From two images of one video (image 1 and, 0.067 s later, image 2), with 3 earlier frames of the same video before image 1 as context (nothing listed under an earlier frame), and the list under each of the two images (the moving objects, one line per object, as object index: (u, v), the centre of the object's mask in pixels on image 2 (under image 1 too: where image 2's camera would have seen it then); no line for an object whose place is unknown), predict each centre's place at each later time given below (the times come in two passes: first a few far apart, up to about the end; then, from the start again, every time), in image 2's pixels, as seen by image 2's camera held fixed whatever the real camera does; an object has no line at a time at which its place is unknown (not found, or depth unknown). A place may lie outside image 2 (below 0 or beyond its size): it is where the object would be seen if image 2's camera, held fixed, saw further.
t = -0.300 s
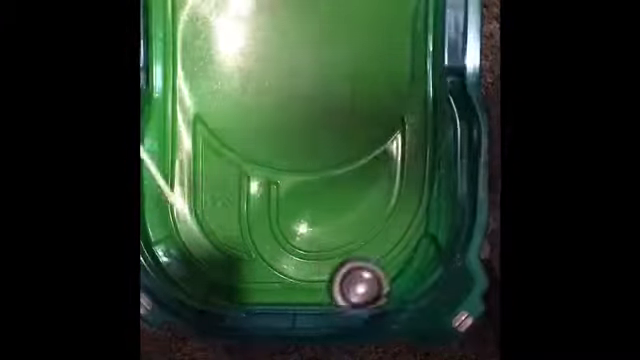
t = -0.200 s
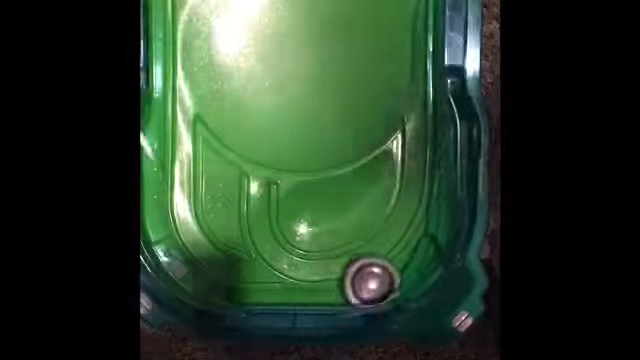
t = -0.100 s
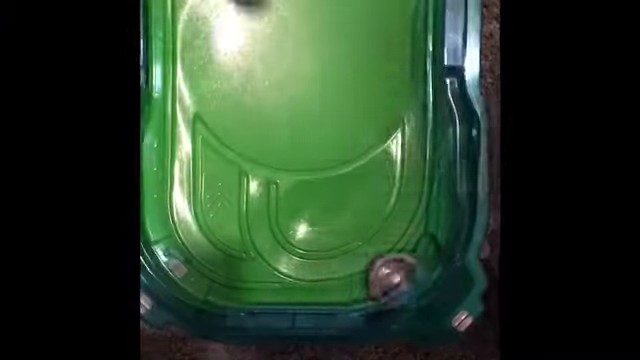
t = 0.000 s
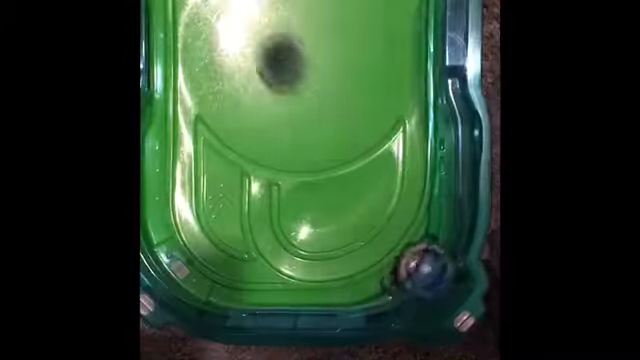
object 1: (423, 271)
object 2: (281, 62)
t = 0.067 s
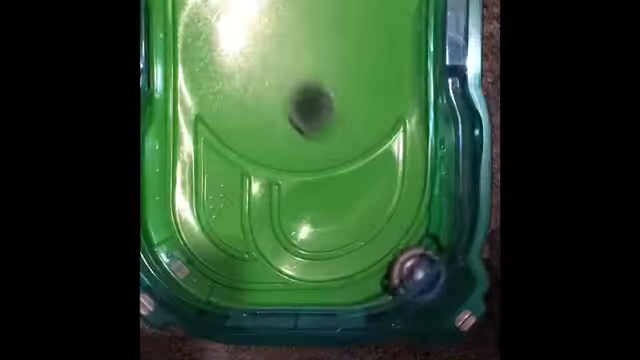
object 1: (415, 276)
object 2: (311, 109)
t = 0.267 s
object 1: (426, 234)
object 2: (391, 139)
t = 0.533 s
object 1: (390, 279)
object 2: (412, 126)
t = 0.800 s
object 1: (414, 265)
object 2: (412, 126)
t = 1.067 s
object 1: (332, 203)
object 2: (413, 124)
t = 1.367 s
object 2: (406, 107)
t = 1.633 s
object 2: (346, 49)
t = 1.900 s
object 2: (259, 68)
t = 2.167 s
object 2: (220, 86)
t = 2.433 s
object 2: (227, 79)
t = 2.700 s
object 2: (252, 47)
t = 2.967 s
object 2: (280, 23)
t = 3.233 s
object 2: (311, 19)
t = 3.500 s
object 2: (319, 22)
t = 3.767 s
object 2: (310, 47)
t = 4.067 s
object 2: (309, 69)
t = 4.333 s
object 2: (302, 76)
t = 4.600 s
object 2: (291, 71)
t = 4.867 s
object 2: (277, 62)
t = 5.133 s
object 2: (269, 49)
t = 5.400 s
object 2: (278, 35)
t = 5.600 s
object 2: (299, 31)
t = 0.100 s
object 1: (414, 280)
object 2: (328, 127)
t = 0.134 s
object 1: (415, 280)
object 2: (346, 143)
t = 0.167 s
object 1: (414, 259)
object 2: (360, 146)
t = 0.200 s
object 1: (418, 252)
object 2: (372, 143)
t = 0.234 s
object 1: (421, 242)
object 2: (381, 137)
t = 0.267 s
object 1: (426, 234)
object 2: (391, 139)
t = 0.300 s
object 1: (428, 226)
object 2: (403, 144)
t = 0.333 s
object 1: (430, 218)
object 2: (410, 152)
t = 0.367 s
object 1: (427, 215)
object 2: (414, 157)
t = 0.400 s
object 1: (426, 231)
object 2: (416, 148)
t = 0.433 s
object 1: (422, 244)
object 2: (416, 139)
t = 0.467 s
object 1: (408, 256)
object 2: (414, 132)
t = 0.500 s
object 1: (396, 270)
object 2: (411, 128)
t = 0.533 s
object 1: (390, 279)
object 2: (412, 126)
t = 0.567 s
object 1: (393, 279)
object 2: (411, 125)
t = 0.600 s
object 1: (403, 278)
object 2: (412, 125)
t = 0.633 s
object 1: (408, 277)
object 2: (412, 126)
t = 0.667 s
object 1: (417, 276)
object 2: (411, 126)
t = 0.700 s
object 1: (420, 271)
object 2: (412, 127)
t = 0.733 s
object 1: (422, 267)
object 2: (412, 126)
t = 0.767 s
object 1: (423, 268)
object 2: (412, 127)
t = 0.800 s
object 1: (414, 265)
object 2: (412, 126)
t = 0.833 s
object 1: (407, 264)
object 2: (413, 127)
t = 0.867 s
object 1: (399, 264)
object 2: (414, 127)
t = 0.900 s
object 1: (393, 263)
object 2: (413, 127)
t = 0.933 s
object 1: (383, 252)
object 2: (412, 126)
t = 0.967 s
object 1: (371, 243)
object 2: (412, 126)
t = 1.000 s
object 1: (358, 233)
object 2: (412, 126)
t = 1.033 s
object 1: (347, 219)
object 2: (412, 125)
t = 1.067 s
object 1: (332, 203)
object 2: (413, 124)
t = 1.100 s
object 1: (315, 187)
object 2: (412, 123)
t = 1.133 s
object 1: (300, 172)
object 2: (412, 122)
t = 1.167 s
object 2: (412, 121)
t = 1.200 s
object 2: (411, 120)
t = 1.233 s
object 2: (411, 118)
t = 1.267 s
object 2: (409, 116)
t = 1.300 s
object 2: (409, 113)
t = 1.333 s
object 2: (409, 110)
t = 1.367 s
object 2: (406, 107)
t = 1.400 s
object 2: (403, 102)
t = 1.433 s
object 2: (398, 94)
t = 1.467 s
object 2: (392, 86)
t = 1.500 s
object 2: (385, 78)
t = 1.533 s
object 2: (377, 70)
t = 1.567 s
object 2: (368, 62)
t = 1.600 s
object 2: (358, 55)
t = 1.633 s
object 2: (346, 49)
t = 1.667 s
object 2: (335, 44)
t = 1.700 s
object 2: (324, 42)
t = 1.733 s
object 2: (313, 47)
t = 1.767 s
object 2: (300, 54)
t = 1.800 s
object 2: (289, 57)
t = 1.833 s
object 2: (279, 61)
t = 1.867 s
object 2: (269, 64)
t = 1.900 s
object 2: (259, 68)
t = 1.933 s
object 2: (251, 71)
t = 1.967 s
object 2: (244, 74)
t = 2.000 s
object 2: (237, 77)
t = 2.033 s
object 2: (231, 79)
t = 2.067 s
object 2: (227, 82)
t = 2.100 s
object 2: (224, 83)
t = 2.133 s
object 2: (221, 85)
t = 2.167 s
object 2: (220, 86)
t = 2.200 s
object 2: (220, 87)
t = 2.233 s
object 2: (220, 87)
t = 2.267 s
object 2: (221, 87)
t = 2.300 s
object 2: (220, 86)
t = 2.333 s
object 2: (220, 85)
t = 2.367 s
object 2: (220, 84)
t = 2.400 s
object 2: (223, 82)
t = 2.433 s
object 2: (227, 79)
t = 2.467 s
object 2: (230, 77)
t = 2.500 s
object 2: (235, 73)
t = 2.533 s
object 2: (240, 69)
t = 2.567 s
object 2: (244, 66)
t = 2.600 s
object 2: (249, 64)
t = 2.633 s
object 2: (249, 55)
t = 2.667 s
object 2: (250, 50)
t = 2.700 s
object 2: (252, 47)
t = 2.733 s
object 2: (254, 44)
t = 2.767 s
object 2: (257, 38)
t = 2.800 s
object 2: (260, 35)
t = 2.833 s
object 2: (264, 31)
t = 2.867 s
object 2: (267, 27)
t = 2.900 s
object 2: (271, 25)
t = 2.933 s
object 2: (275, 24)
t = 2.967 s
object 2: (280, 23)
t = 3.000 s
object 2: (284, 21)
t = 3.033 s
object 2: (288, 21)
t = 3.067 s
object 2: (292, 20)
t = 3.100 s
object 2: (296, 20)
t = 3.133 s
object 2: (300, 20)
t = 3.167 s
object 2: (305, 21)
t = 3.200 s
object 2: (308, 20)
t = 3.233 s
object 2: (311, 19)
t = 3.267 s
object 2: (313, 18)
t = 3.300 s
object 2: (315, 18)
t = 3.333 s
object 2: (316, 18)
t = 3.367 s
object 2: (317, 18)
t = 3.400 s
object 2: (318, 19)
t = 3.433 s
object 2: (318, 20)
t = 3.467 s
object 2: (319, 21)
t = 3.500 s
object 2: (319, 22)
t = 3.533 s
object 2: (319, 24)
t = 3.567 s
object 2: (318, 26)
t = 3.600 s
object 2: (318, 29)
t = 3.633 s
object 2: (317, 32)
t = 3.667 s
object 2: (315, 35)
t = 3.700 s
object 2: (314, 39)
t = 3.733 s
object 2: (312, 43)
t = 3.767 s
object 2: (310, 47)
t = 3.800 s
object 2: (308, 50)
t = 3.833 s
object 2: (305, 54)
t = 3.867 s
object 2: (305, 57)
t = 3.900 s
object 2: (307, 61)
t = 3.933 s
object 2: (308, 63)
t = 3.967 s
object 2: (308, 65)
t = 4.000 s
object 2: (309, 67)
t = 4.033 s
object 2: (308, 68)
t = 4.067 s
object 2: (309, 69)
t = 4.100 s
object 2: (309, 71)
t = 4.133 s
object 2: (308, 72)
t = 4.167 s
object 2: (308, 73)
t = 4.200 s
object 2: (306, 73)
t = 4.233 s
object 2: (306, 74)
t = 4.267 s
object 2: (304, 75)
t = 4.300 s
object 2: (303, 75)
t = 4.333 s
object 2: (302, 76)
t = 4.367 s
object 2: (300, 75)
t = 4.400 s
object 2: (299, 76)
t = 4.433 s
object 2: (297, 75)
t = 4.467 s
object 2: (296, 74)
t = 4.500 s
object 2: (295, 75)
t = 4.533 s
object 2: (293, 73)
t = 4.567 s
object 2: (292, 72)
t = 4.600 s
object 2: (291, 71)
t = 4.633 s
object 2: (290, 69)
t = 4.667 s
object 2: (289, 68)
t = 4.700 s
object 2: (286, 67)
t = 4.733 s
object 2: (285, 66)
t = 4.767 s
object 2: (283, 65)
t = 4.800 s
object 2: (280, 64)
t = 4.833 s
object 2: (279, 63)
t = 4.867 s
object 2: (277, 62)
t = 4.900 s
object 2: (276, 61)
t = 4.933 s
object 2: (274, 60)
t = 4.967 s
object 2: (273, 58)
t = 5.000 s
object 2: (271, 56)
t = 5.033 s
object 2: (270, 54)
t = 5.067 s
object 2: (269, 52)
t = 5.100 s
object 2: (268, 50)
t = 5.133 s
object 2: (269, 49)
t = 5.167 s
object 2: (268, 46)
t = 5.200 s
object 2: (269, 44)
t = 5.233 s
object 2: (269, 42)
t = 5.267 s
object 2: (270, 39)
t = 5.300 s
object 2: (271, 37)
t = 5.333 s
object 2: (273, 36)
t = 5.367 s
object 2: (275, 35)
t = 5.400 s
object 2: (278, 35)
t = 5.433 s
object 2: (280, 35)
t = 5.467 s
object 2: (281, 35)
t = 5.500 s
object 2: (283, 35)
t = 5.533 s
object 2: (286, 35)
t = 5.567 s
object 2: (293, 32)
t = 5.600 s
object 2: (299, 31)
